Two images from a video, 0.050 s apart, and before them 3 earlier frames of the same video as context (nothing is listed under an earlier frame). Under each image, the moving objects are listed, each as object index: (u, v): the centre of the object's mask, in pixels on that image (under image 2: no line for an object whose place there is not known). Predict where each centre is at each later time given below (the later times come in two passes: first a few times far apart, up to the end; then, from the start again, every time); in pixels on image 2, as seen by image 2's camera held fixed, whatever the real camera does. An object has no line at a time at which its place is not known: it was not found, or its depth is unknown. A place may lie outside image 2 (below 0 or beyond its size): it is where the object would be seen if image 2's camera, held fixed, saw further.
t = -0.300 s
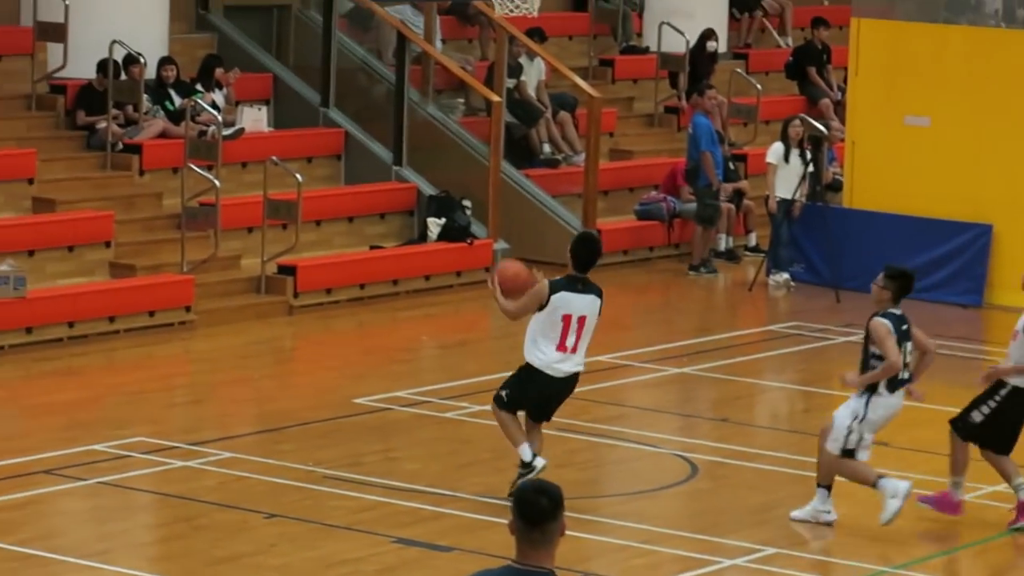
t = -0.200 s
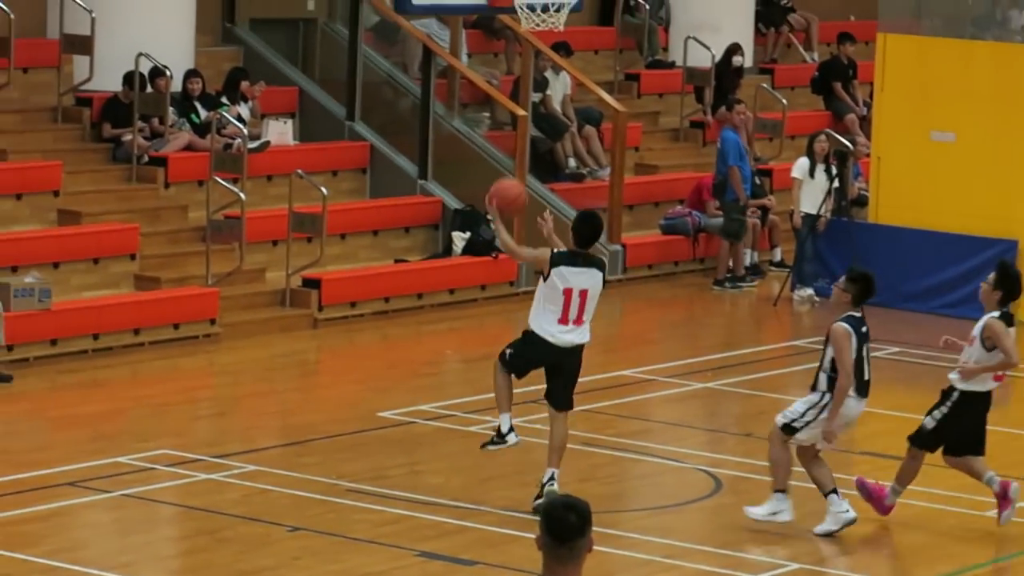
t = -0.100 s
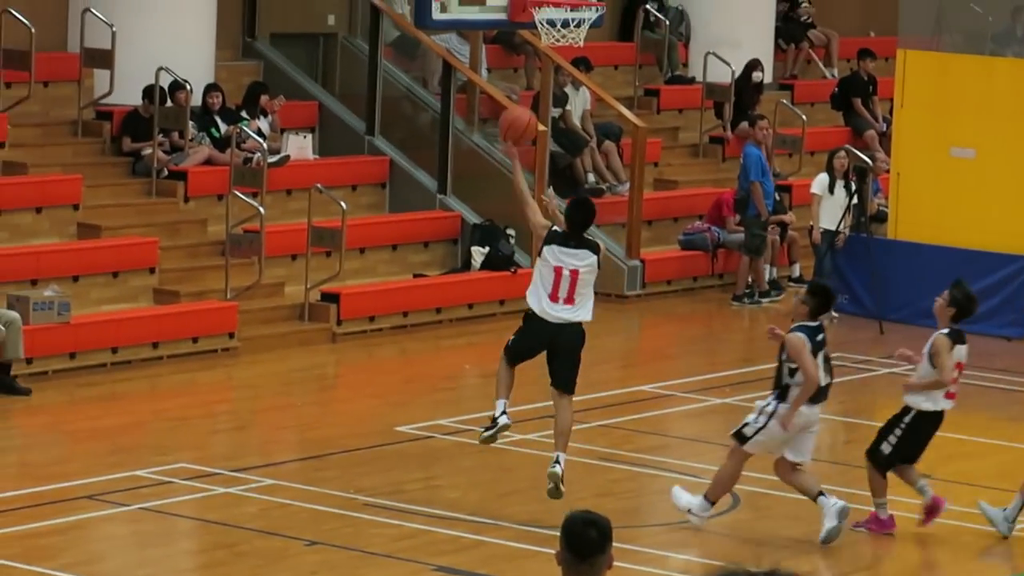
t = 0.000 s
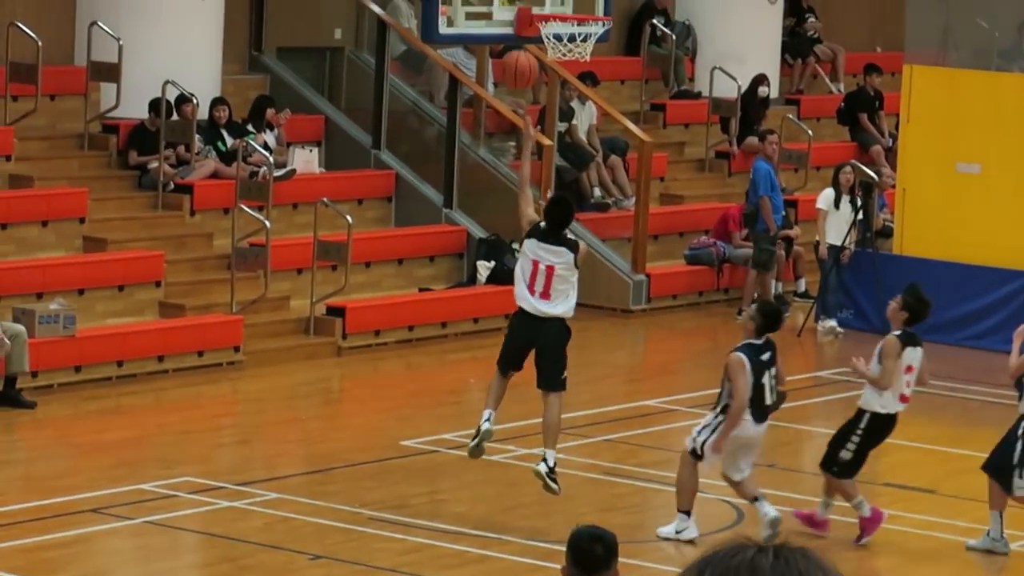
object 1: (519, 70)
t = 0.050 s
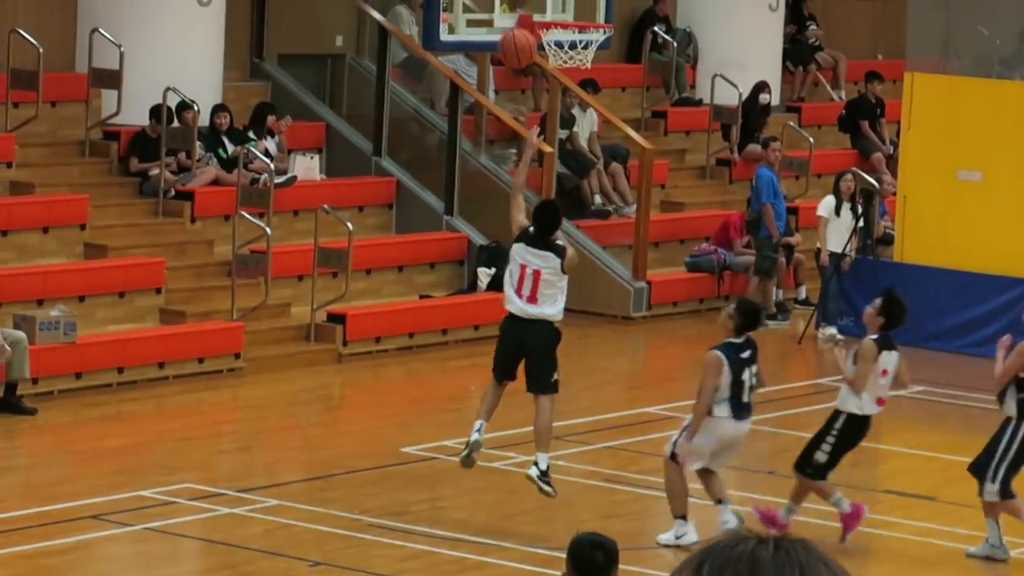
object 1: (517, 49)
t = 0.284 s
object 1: (516, -20)
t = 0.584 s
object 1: (572, 7)
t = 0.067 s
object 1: (516, 40)
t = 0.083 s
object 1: (515, 32)
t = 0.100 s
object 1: (514, 23)
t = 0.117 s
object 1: (514, 18)
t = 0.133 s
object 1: (513, 9)
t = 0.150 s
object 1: (511, 3)
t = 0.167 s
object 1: (510, -2)
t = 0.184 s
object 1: (509, -5)
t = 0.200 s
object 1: (508, -8)
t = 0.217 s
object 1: (507, -12)
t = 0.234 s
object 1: (507, -15)
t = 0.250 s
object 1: (509, -17)
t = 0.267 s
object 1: (513, -19)
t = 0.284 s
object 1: (516, -20)
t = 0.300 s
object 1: (520, -22)
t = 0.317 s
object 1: (522, -24)
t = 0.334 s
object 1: (526, -25)
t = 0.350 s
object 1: (529, -25)
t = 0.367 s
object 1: (533, -26)
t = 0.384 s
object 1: (536, -26)
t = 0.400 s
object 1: (540, -26)
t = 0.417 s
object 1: (543, -26)
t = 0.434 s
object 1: (546, -24)
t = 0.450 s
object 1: (550, -21)
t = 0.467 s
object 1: (553, -18)
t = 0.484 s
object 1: (556, -15)
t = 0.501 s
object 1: (559, -10)
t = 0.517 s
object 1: (562, -6)
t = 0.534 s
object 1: (565, -2)
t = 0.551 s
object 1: (569, 4)
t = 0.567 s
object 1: (571, 7)
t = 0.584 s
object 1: (572, 7)
